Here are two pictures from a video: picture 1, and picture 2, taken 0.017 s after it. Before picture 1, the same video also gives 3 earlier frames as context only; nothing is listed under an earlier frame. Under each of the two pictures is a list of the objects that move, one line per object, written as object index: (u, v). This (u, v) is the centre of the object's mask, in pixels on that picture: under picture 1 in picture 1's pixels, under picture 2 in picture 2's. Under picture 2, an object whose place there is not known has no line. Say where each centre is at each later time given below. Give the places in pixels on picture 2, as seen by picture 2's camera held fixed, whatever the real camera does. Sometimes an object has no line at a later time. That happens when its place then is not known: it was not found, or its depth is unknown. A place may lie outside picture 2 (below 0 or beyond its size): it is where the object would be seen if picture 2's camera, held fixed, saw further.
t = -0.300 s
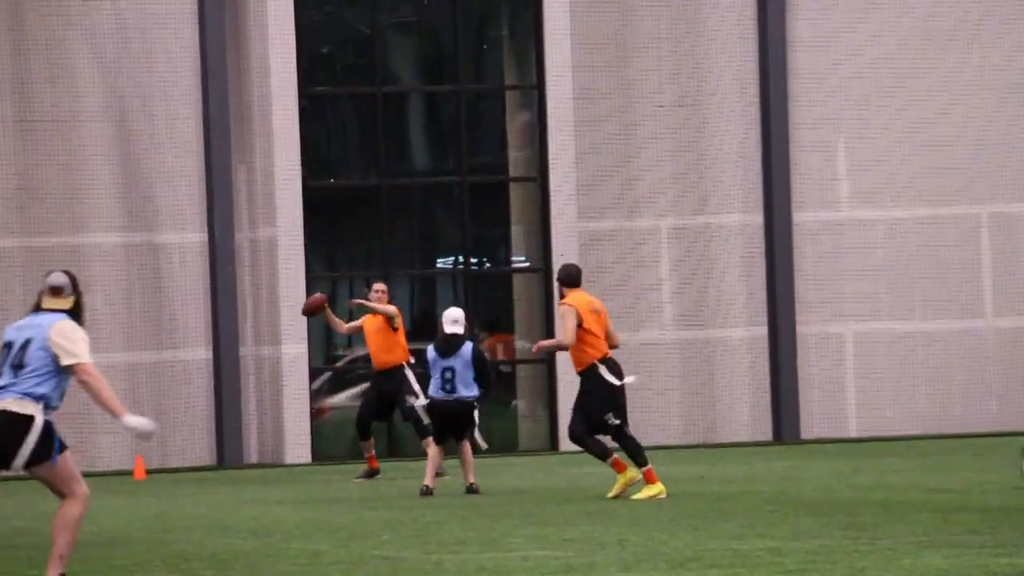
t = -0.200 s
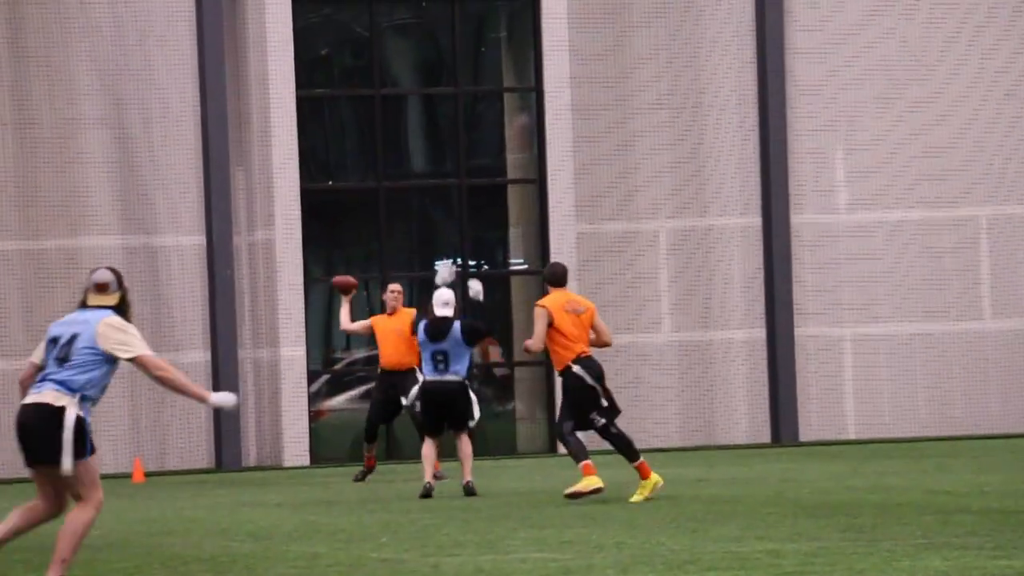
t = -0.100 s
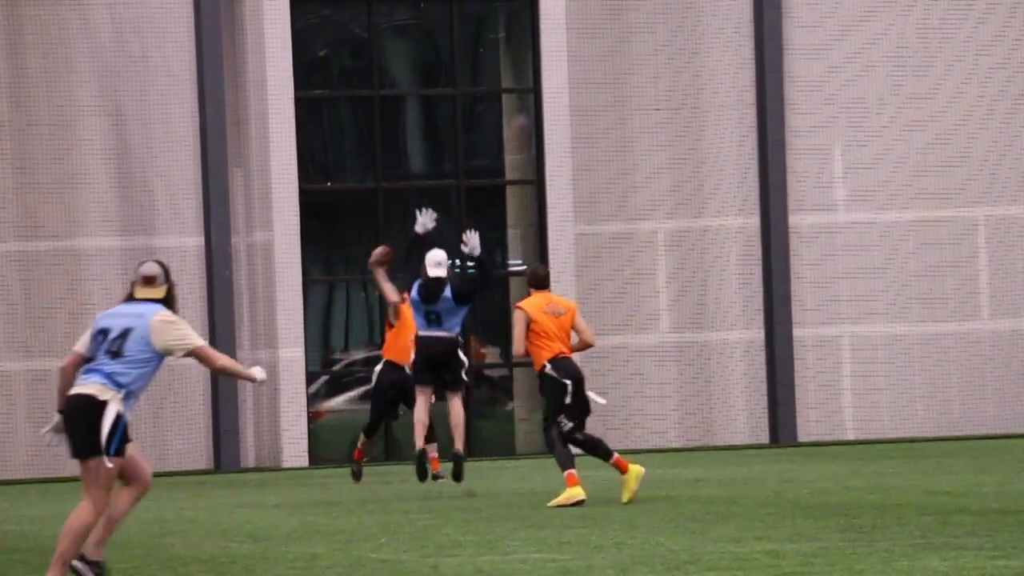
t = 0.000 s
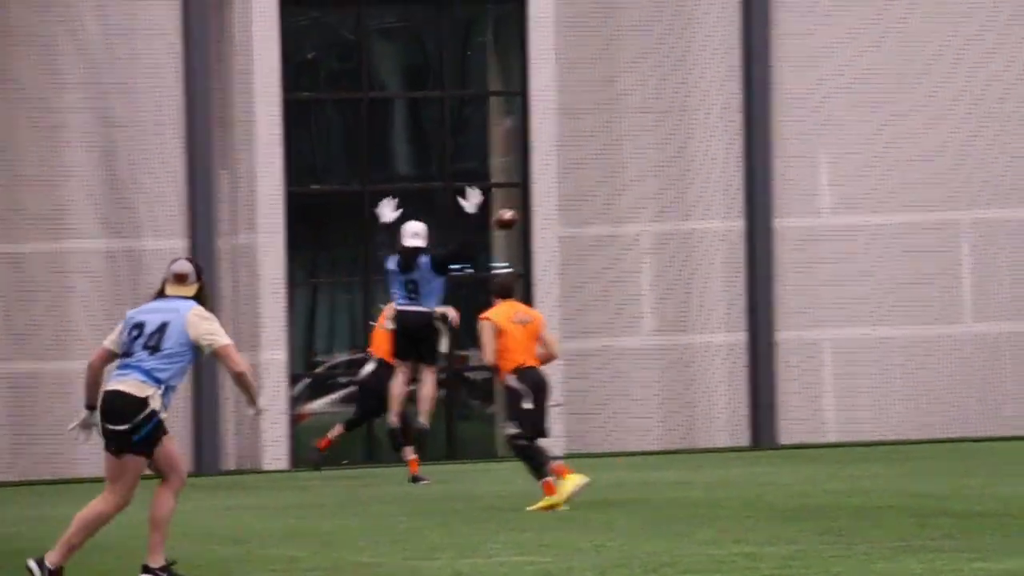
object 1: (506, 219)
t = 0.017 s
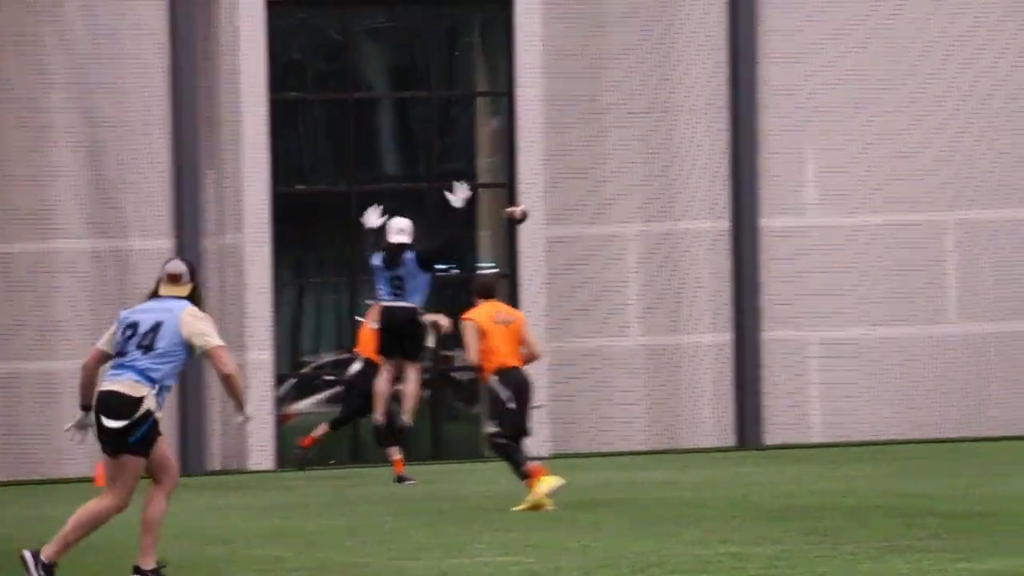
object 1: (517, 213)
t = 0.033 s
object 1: (541, 210)
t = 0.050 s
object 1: (566, 207)
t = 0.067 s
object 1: (591, 202)
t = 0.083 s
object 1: (615, 198)
